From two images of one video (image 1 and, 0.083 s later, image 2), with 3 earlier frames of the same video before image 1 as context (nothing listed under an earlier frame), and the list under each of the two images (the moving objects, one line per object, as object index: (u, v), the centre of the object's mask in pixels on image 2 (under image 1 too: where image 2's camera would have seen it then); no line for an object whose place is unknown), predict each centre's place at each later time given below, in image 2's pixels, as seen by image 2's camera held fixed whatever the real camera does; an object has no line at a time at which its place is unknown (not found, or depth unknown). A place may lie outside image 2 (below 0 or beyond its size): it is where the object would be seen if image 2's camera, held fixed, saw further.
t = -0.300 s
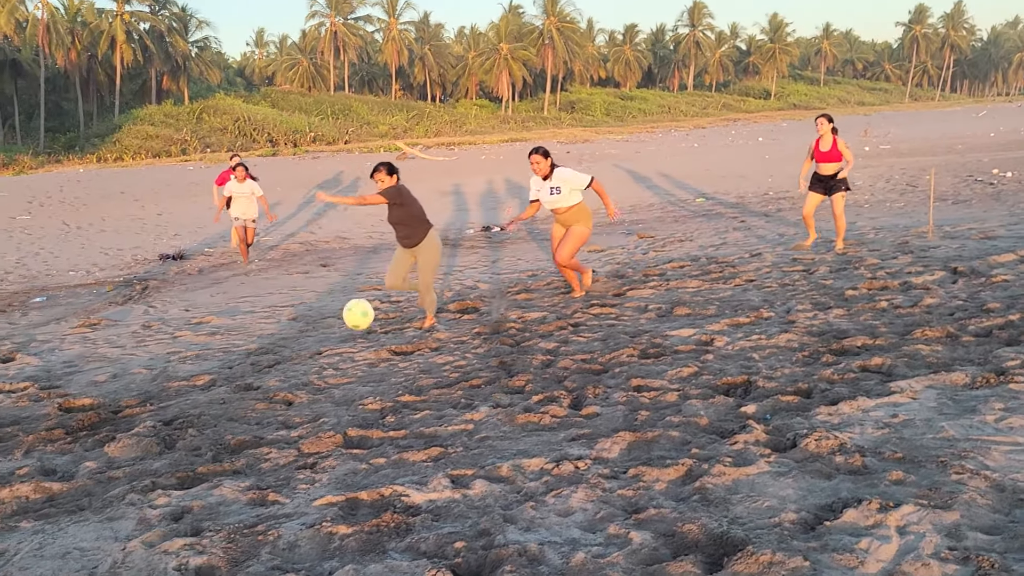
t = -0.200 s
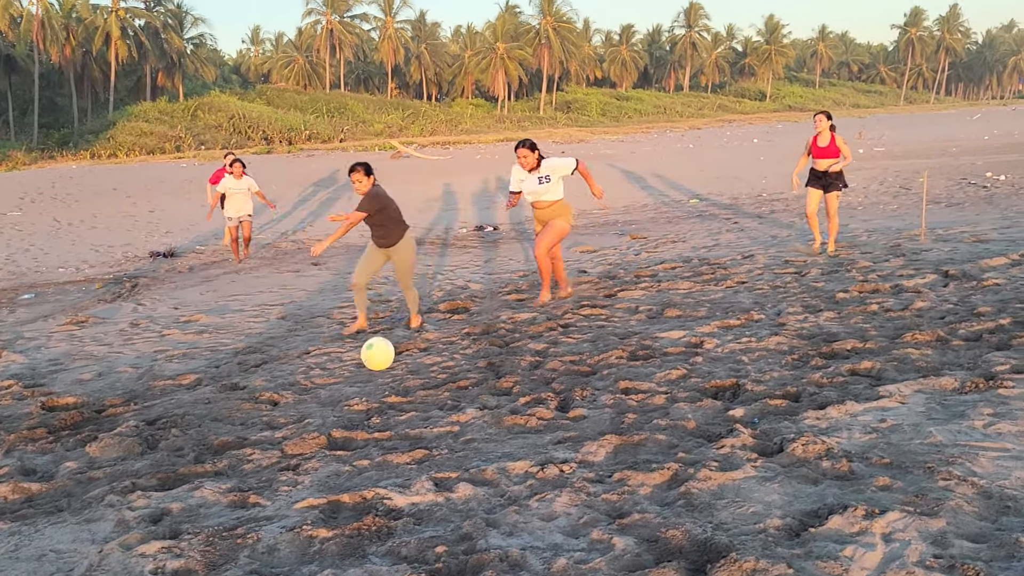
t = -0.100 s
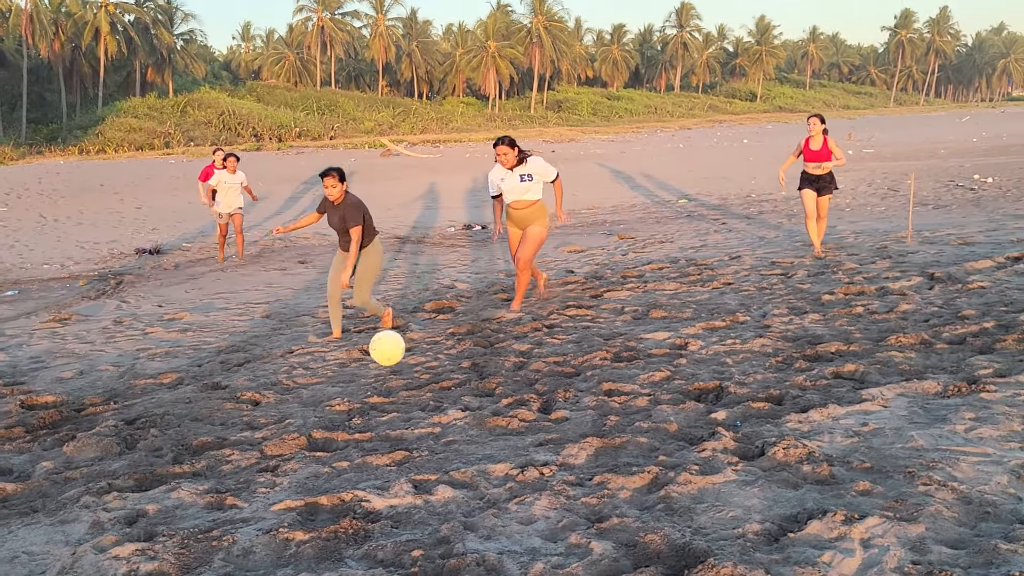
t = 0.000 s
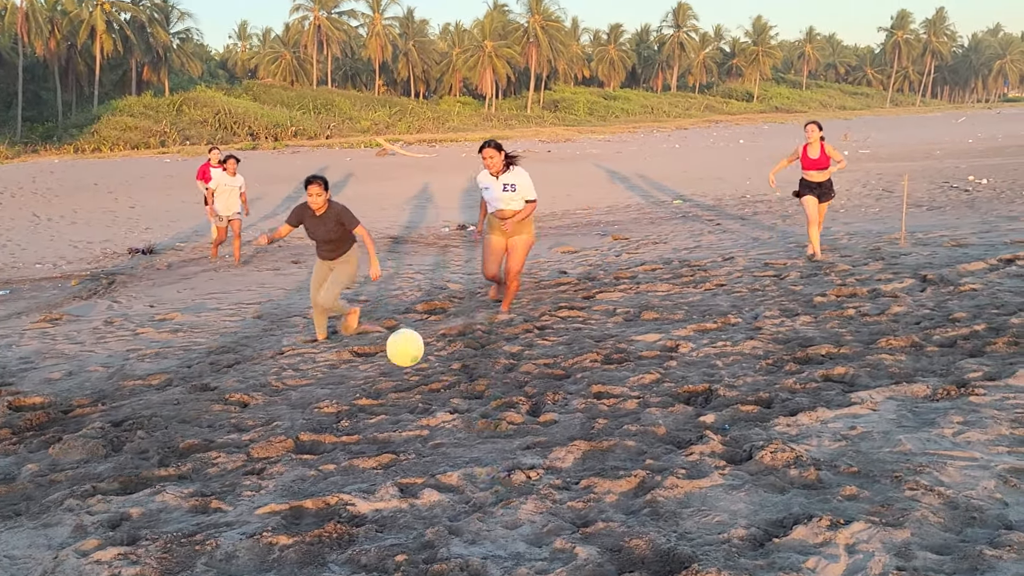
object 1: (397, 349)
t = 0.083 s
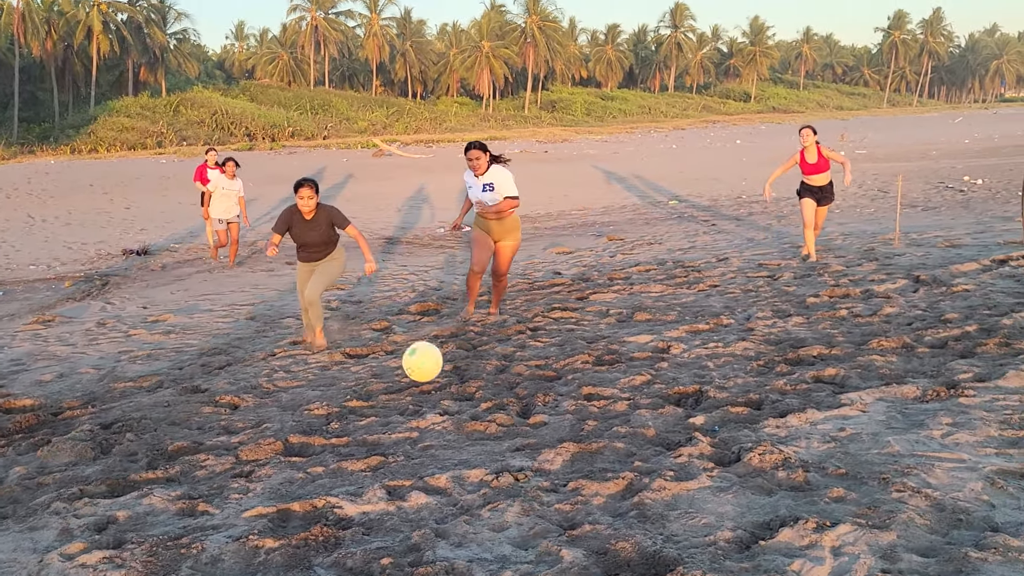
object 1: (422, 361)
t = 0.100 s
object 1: (428, 366)
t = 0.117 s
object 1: (434, 371)
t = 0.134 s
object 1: (440, 377)
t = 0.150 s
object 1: (446, 382)
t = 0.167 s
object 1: (452, 389)
